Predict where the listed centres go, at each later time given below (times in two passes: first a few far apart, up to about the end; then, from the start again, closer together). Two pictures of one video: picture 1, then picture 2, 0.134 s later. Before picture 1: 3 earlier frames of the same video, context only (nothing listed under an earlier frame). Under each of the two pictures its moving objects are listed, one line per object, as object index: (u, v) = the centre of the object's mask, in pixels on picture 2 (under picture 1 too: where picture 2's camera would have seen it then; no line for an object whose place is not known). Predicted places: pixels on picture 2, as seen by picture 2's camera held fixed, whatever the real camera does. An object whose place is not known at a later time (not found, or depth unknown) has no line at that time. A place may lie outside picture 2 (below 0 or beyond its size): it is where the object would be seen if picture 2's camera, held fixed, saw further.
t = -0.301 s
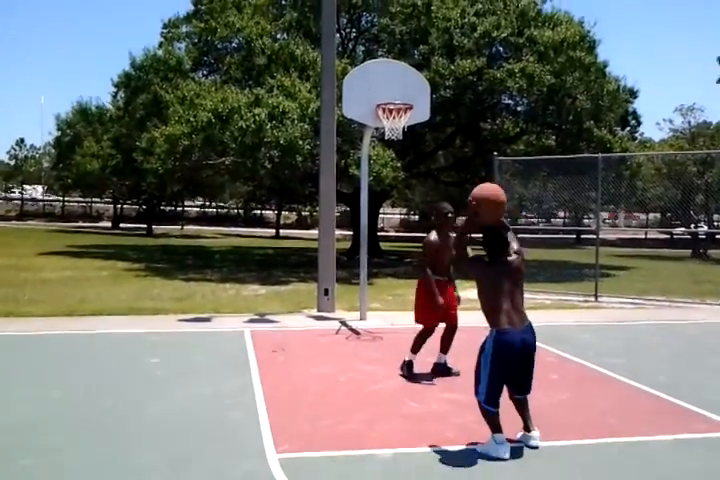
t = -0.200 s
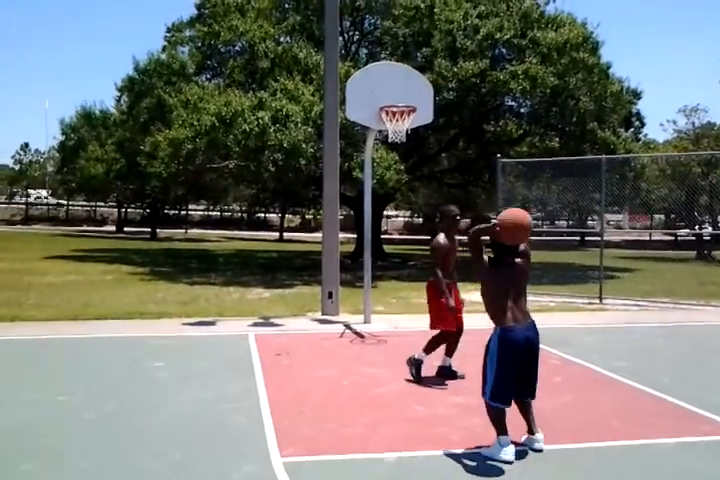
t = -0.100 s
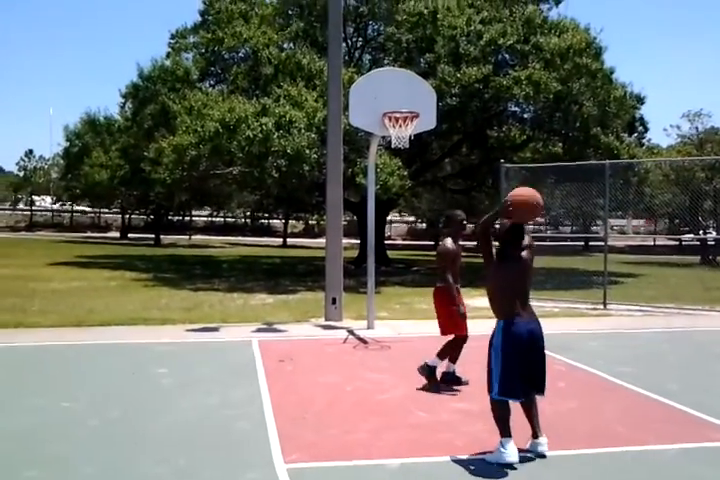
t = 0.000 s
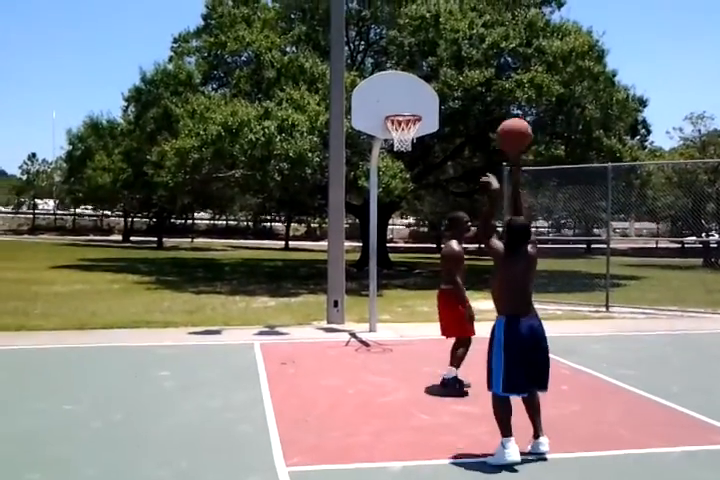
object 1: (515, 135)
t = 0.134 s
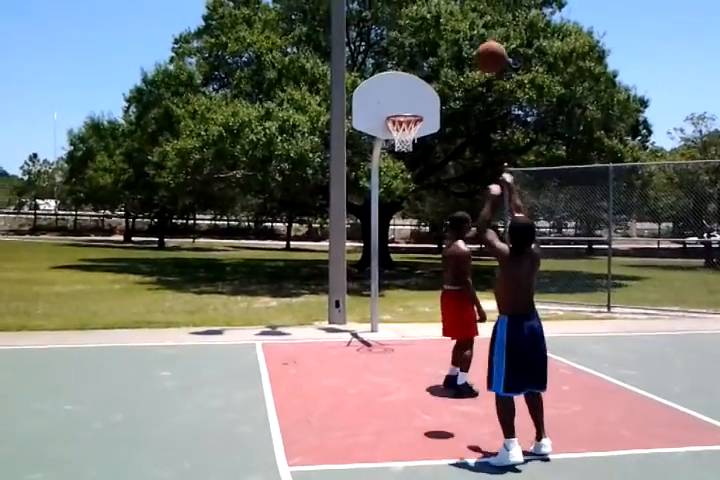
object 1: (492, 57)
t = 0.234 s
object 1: (475, 20)
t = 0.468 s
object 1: (447, 3)
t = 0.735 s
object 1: (419, 29)
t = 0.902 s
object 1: (408, 74)
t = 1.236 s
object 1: (405, 135)
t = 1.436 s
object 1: (418, 161)
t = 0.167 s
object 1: (485, 43)
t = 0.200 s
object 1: (480, 31)
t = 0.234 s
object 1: (475, 20)
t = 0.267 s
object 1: (471, 13)
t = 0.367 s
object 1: (457, 5)
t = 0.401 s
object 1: (453, 3)
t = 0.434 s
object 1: (449, 3)
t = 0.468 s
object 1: (447, 3)
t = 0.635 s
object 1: (431, 10)
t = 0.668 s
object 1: (428, 13)
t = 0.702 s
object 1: (424, 21)
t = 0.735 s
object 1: (419, 29)
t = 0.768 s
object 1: (418, 36)
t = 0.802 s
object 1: (416, 45)
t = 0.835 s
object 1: (413, 55)
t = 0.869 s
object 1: (410, 64)
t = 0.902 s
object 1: (408, 74)
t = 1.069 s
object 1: (396, 128)
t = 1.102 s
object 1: (402, 138)
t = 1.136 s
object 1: (403, 135)
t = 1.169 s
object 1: (403, 132)
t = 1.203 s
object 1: (404, 134)
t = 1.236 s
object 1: (405, 135)
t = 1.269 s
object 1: (405, 138)
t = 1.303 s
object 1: (408, 144)
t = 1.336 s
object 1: (411, 147)
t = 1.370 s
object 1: (415, 151)
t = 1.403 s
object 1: (416, 154)
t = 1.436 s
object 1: (418, 161)
